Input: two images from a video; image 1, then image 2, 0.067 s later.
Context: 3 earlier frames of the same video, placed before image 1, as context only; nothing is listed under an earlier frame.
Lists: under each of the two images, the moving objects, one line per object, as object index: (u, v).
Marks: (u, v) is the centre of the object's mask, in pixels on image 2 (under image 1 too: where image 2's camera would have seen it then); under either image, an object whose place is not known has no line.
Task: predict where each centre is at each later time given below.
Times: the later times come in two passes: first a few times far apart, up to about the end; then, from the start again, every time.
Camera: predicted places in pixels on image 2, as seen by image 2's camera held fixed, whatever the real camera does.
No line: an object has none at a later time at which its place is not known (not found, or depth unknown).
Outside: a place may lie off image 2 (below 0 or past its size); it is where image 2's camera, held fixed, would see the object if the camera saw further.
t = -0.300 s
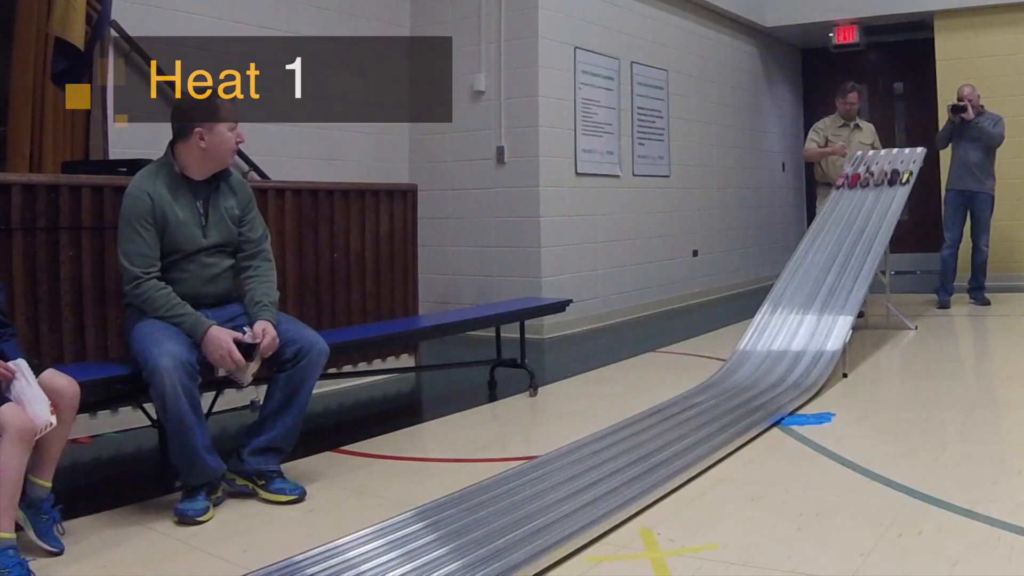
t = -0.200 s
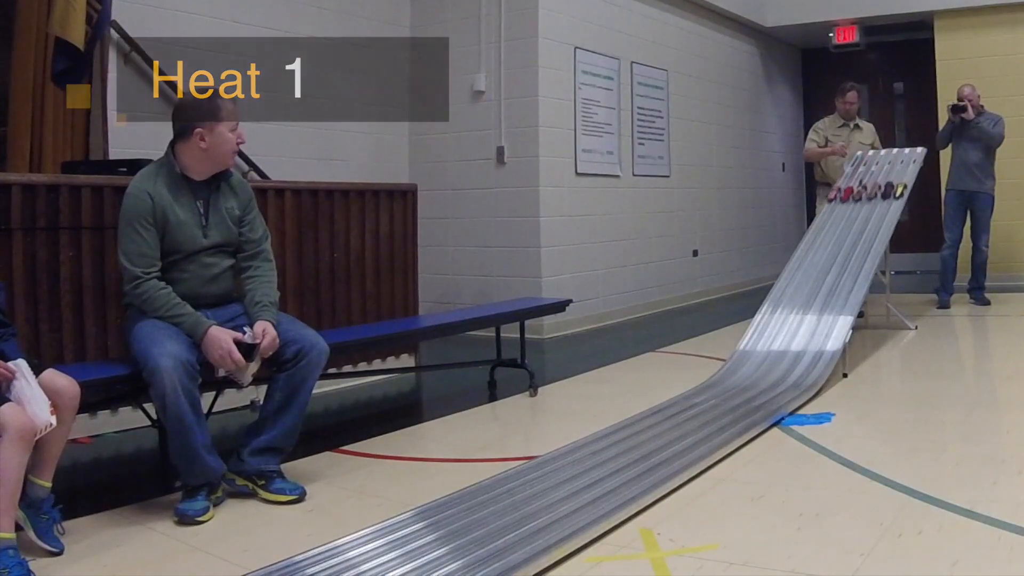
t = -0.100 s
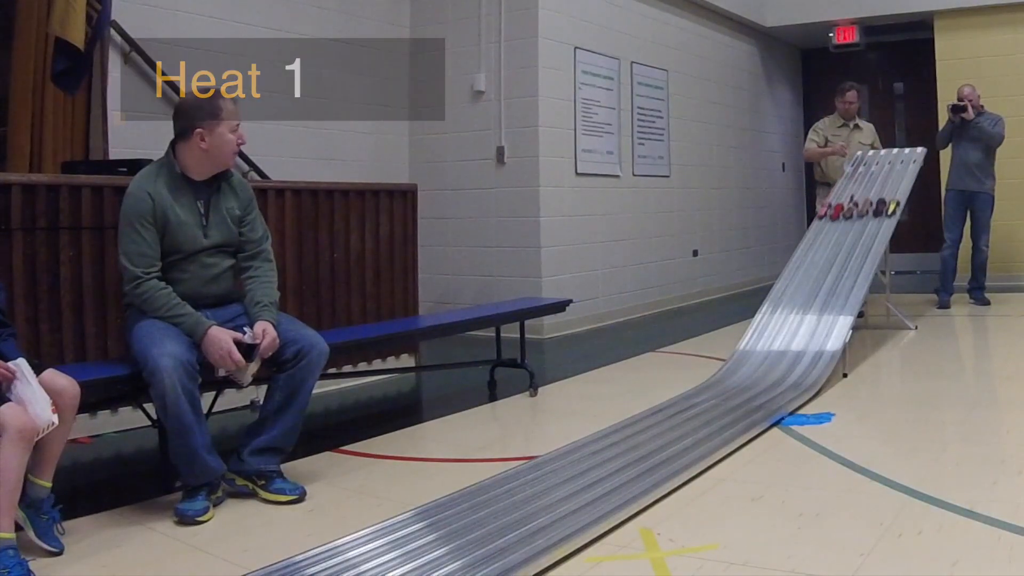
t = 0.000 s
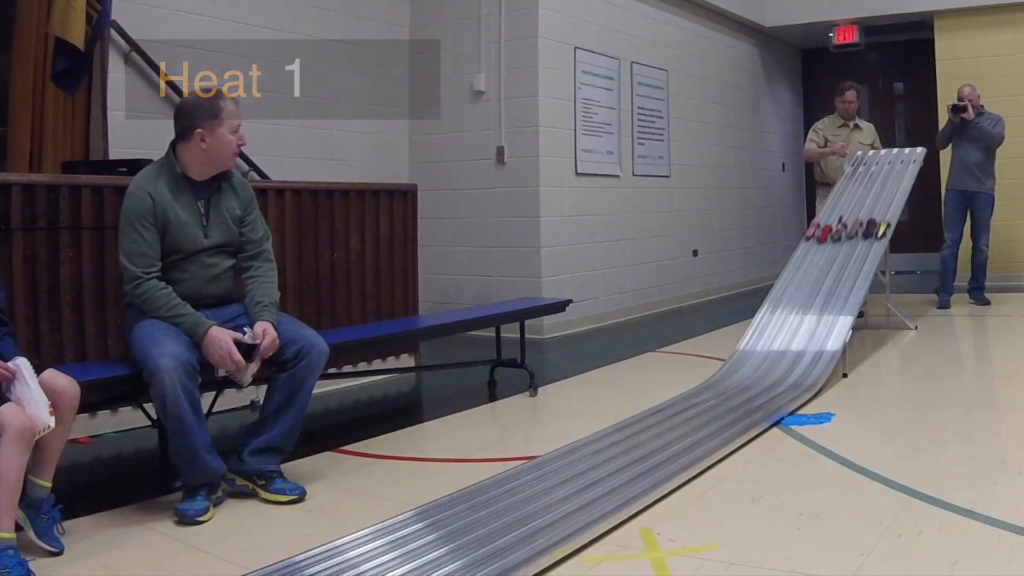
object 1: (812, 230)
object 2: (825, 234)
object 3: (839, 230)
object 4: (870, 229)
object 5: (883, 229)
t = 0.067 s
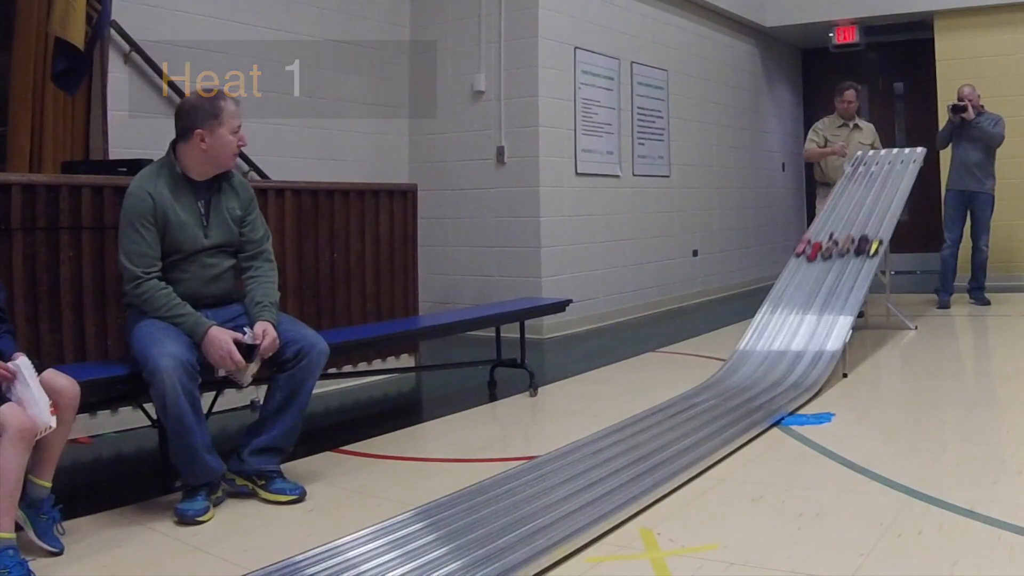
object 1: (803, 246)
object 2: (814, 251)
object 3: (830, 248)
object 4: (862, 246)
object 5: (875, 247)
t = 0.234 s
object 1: (771, 298)
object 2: (781, 310)
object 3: (800, 305)
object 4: (835, 301)
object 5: (848, 305)
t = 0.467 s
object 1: (699, 386)
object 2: (701, 395)
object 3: (728, 391)
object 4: (773, 391)
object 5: (786, 398)
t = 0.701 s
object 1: (582, 440)
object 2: (557, 462)
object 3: (597, 454)
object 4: (662, 454)
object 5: (668, 470)
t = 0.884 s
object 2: (373, 542)
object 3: (430, 530)
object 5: (507, 559)
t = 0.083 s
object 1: (800, 251)
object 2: (812, 256)
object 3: (827, 253)
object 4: (860, 251)
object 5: (873, 252)
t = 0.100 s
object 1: (797, 256)
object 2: (809, 262)
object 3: (824, 257)
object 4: (858, 256)
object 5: (870, 257)
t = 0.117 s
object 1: (794, 260)
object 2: (806, 267)
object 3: (822, 263)
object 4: (855, 260)
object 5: (868, 262)
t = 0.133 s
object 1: (791, 265)
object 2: (803, 272)
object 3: (819, 268)
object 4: (853, 266)
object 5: (866, 268)
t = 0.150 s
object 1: (788, 270)
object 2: (799, 278)
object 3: (816, 274)
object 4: (850, 271)
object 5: (863, 273)
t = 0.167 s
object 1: (785, 275)
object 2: (796, 284)
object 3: (813, 279)
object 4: (847, 276)
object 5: (860, 279)
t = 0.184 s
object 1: (781, 281)
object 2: (792, 289)
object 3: (810, 285)
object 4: (845, 283)
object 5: (858, 285)
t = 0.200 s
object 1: (778, 287)
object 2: (789, 296)
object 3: (807, 292)
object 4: (842, 288)
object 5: (855, 291)
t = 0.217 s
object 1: (774, 293)
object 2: (785, 303)
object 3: (804, 298)
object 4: (839, 295)
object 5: (852, 298)
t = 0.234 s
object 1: (771, 298)
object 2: (781, 310)
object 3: (800, 305)
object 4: (835, 301)
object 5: (848, 305)
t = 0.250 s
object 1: (767, 304)
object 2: (777, 317)
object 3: (796, 313)
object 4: (833, 307)
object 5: (845, 312)
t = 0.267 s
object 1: (763, 311)
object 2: (772, 325)
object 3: (791, 319)
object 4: (829, 314)
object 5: (841, 320)
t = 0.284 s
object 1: (758, 320)
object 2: (768, 333)
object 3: (788, 327)
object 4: (825, 321)
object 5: (838, 328)
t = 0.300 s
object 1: (754, 326)
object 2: (763, 341)
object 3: (784, 334)
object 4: (822, 330)
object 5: (834, 336)
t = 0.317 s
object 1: (750, 333)
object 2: (758, 350)
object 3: (779, 343)
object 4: (818, 337)
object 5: (830, 344)
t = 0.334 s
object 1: (746, 341)
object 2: (753, 358)
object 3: (774, 351)
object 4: (814, 345)
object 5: (826, 352)
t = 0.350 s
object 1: (741, 349)
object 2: (747, 364)
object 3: (769, 358)
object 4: (811, 353)
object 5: (822, 360)
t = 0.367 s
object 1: (736, 356)
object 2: (741, 370)
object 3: (764, 364)
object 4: (807, 360)
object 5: (818, 367)
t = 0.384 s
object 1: (732, 362)
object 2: (735, 376)
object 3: (758, 370)
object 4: (801, 367)
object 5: (813, 374)
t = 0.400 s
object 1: (726, 368)
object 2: (728, 380)
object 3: (753, 375)
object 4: (796, 373)
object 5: (809, 380)
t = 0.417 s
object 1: (720, 373)
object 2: (722, 384)
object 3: (747, 380)
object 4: (791, 379)
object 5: (803, 385)
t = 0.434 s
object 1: (714, 377)
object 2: (716, 387)
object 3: (741, 384)
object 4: (785, 384)
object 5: (796, 390)
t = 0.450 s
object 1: (706, 382)
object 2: (708, 391)
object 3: (735, 388)
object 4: (778, 387)
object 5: (791, 393)
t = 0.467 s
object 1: (699, 386)
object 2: (701, 395)
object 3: (728, 391)
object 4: (773, 391)
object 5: (786, 398)
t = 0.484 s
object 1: (693, 388)
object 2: (693, 398)
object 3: (721, 395)
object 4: (766, 395)
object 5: (778, 401)
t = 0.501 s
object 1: (684, 393)
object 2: (685, 402)
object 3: (714, 399)
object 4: (759, 399)
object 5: (772, 405)
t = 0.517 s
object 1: (677, 395)
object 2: (677, 406)
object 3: (706, 403)
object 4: (753, 402)
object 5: (766, 409)
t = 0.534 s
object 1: (670, 400)
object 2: (669, 410)
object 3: (697, 407)
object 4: (746, 406)
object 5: (758, 414)
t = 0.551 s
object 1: (663, 403)
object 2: (660, 414)
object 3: (689, 411)
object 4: (739, 410)
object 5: (751, 419)
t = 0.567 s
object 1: (655, 406)
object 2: (651, 418)
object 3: (680, 415)
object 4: (732, 415)
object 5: (743, 424)
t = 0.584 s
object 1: (649, 410)
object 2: (641, 423)
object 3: (670, 419)
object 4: (724, 419)
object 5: (736, 429)
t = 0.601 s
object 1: (639, 414)
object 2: (631, 427)
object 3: (662, 424)
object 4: (716, 424)
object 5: (727, 434)
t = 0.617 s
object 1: (632, 417)
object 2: (620, 433)
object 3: (651, 429)
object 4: (708, 428)
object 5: (718, 440)
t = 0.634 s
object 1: (622, 422)
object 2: (606, 440)
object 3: (641, 434)
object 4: (699, 433)
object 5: (709, 445)
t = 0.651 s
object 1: (612, 427)
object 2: (594, 445)
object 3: (631, 438)
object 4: (691, 438)
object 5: (699, 451)
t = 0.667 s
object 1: (602, 431)
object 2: (583, 450)
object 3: (621, 444)
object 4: (682, 443)
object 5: (689, 457)
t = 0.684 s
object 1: (593, 435)
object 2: (571, 456)
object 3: (609, 449)
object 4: (672, 449)
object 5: (679, 463)
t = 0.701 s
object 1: (582, 440)
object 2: (557, 462)
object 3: (597, 454)
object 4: (662, 454)
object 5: (668, 470)
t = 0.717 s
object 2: (545, 467)
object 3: (585, 460)
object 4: (651, 460)
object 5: (657, 476)
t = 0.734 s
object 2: (530, 474)
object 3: (573, 466)
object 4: (640, 466)
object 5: (645, 483)
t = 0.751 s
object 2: (515, 480)
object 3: (559, 472)
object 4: (629, 472)
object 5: (632, 490)
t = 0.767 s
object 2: (502, 486)
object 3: (546, 478)
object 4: (617, 478)
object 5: (619, 498)
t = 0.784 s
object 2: (485, 494)
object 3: (532, 485)
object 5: (605, 506)
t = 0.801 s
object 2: (469, 501)
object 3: (517, 492)
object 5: (591, 514)
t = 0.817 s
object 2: (453, 508)
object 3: (502, 499)
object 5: (576, 522)
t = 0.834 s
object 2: (434, 516)
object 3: (485, 506)
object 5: (560, 532)
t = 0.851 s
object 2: (415, 525)
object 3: (469, 514)
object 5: (543, 541)
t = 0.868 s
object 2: (395, 533)
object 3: (451, 522)
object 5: (525, 550)
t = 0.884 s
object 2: (373, 542)
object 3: (430, 530)
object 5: (507, 559)
